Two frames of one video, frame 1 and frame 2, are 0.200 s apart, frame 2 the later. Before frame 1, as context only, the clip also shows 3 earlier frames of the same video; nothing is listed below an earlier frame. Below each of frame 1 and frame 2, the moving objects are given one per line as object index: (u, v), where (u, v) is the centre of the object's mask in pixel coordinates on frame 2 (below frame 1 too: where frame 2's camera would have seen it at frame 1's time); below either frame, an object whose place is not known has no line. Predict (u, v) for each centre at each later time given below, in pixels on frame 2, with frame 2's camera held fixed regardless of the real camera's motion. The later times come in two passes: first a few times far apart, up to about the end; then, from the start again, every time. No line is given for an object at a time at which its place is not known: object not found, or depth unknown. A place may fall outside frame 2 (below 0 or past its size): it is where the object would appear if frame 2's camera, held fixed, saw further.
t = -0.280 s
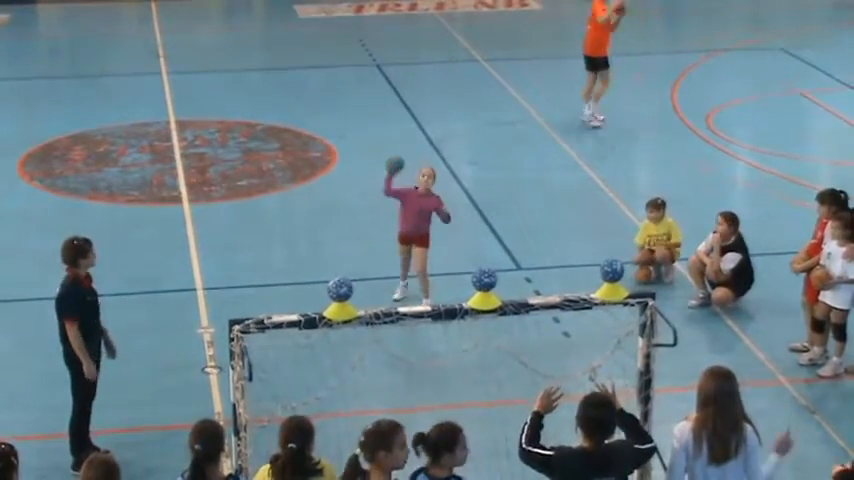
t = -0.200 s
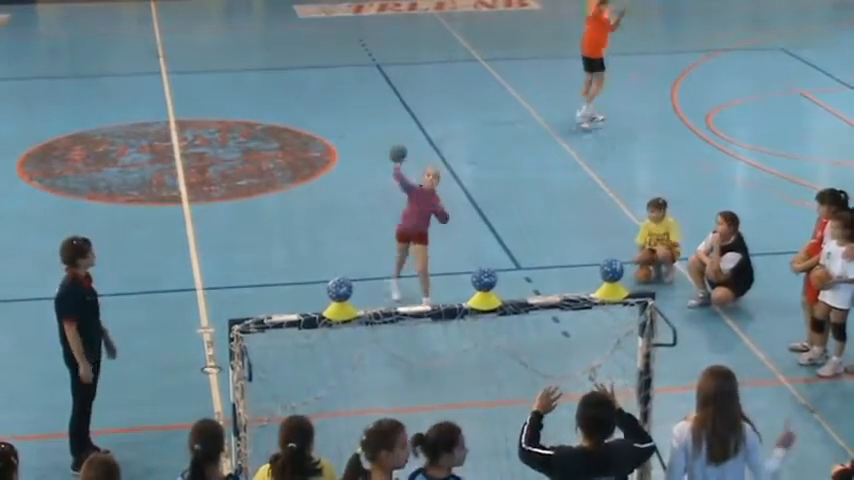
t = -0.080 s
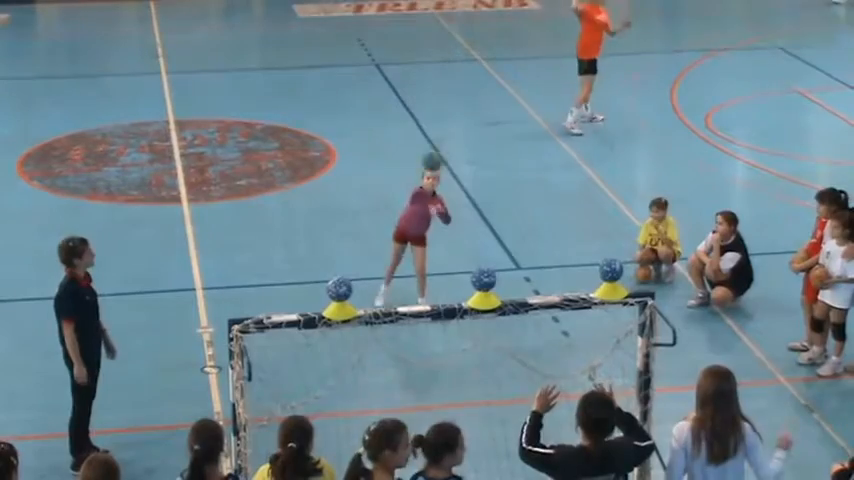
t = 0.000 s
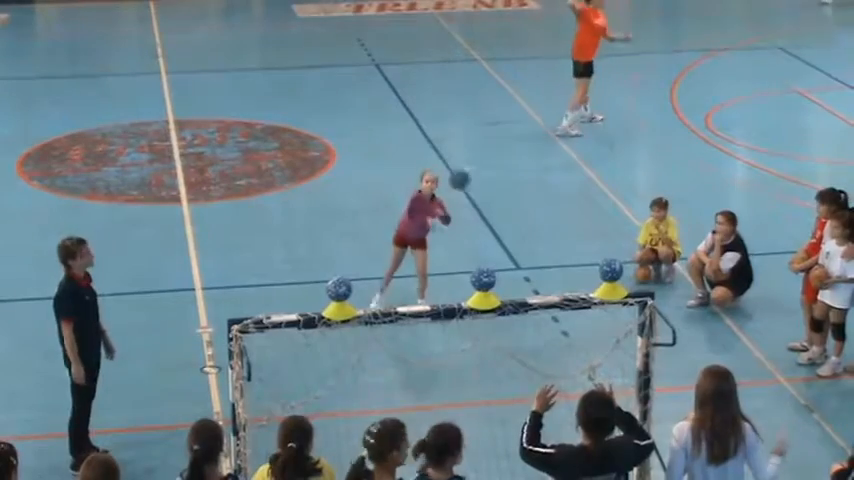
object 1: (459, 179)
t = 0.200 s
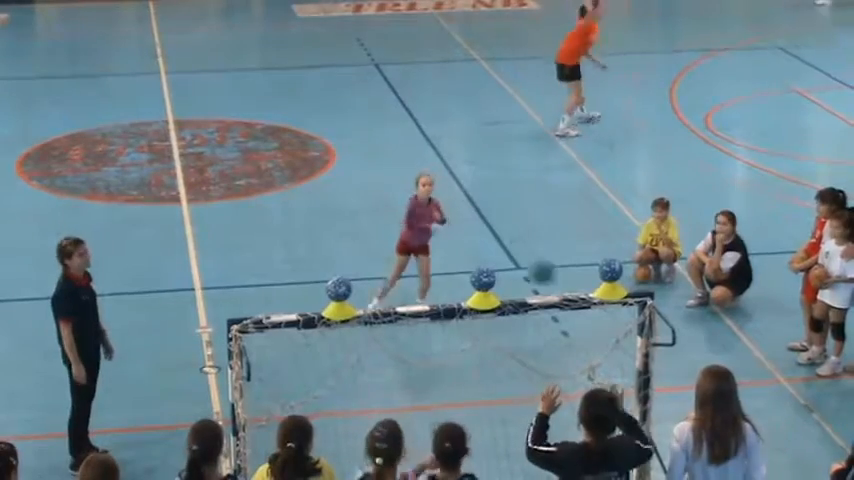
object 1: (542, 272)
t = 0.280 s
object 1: (546, 272)
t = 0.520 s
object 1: (490, 213)
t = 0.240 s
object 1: (556, 288)
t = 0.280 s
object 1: (546, 272)
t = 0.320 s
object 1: (535, 256)
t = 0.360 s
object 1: (526, 242)
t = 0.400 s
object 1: (517, 231)
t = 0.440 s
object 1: (508, 222)
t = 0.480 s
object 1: (497, 217)
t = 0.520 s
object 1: (490, 213)
